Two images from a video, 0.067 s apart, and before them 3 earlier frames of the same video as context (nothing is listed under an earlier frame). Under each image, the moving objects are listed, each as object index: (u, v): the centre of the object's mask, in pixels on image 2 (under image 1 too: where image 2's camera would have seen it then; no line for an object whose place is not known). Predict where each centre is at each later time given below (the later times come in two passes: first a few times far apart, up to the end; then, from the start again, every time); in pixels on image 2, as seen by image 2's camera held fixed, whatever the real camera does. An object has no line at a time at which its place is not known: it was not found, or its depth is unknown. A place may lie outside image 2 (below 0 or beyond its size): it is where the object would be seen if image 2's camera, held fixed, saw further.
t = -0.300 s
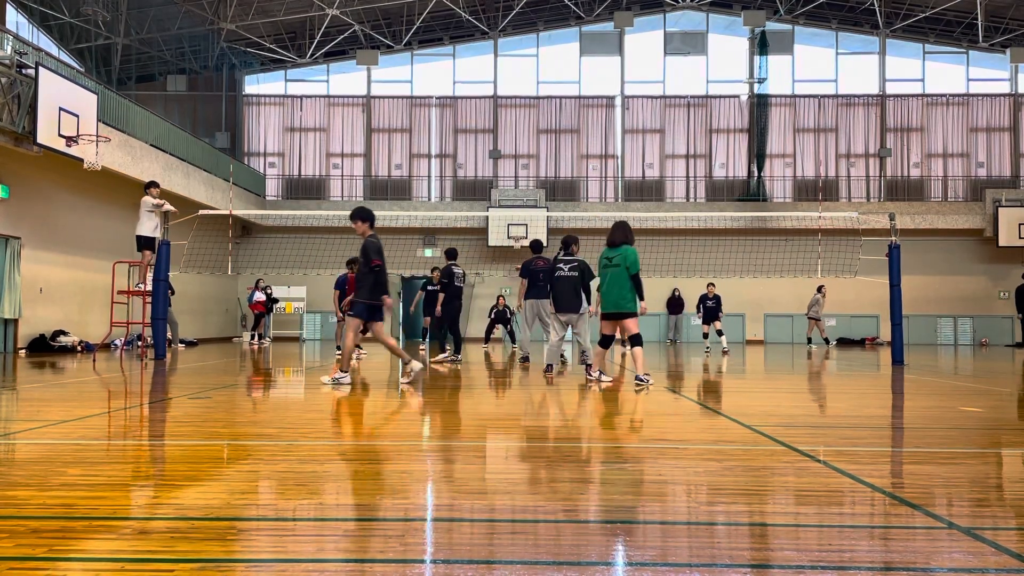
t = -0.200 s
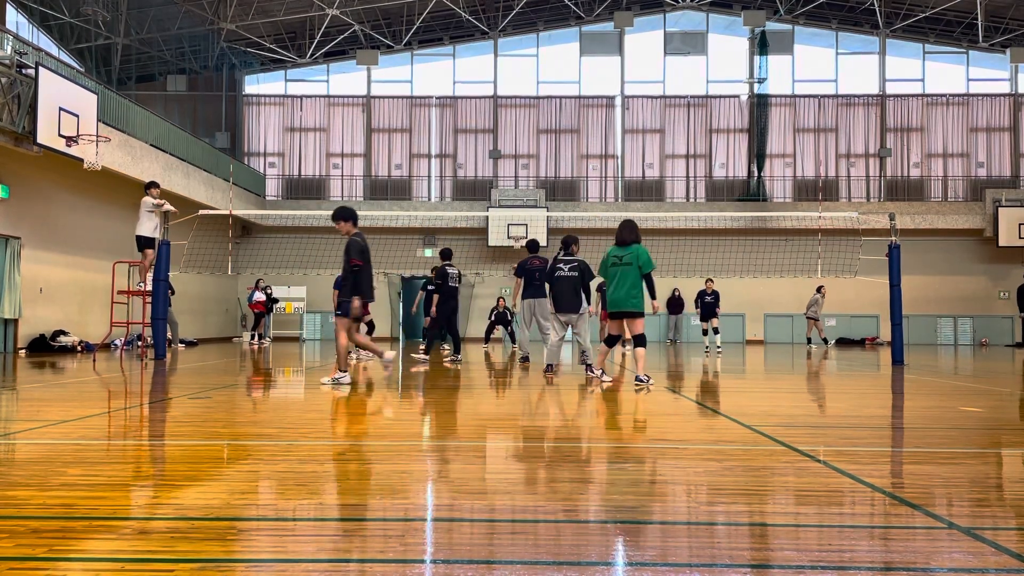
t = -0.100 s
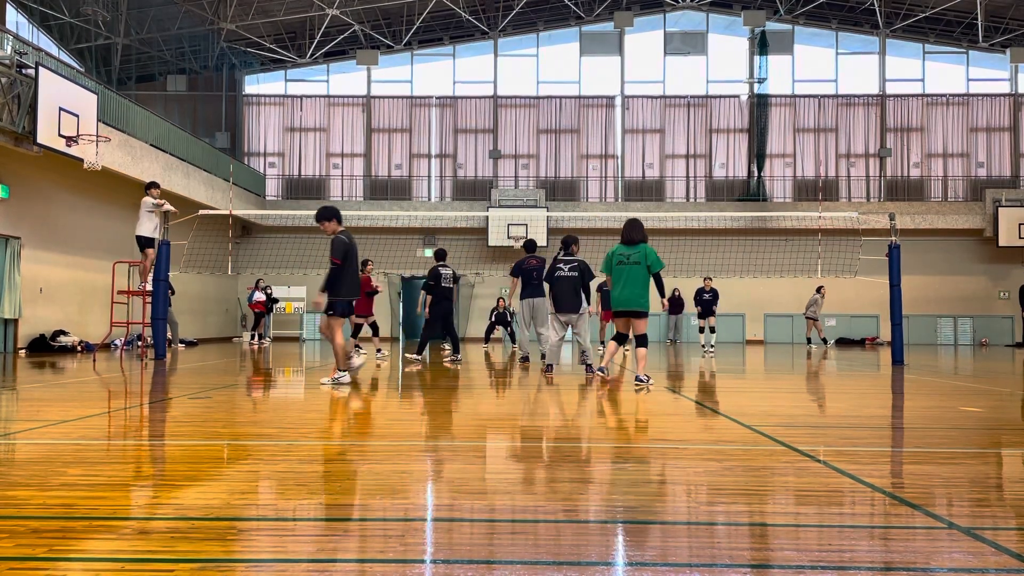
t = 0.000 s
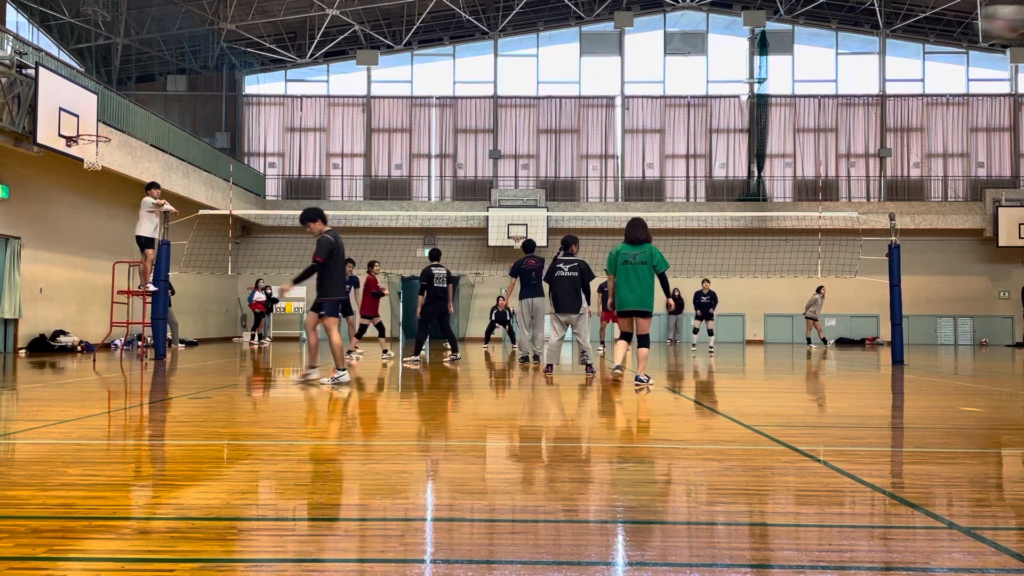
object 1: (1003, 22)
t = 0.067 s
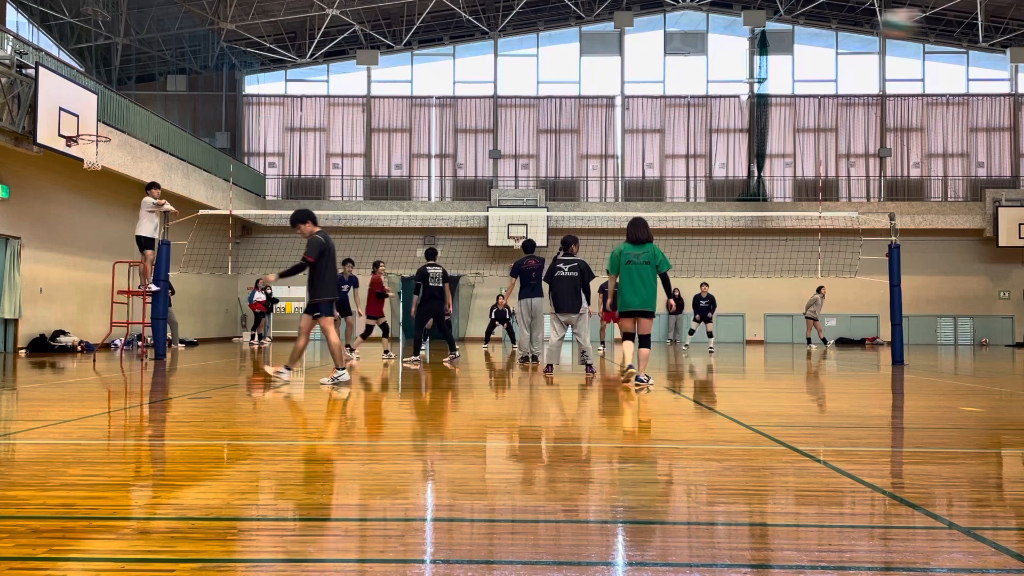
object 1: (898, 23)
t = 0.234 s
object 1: (737, 45)
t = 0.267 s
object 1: (716, 51)
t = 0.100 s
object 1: (858, 25)
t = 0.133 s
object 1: (823, 28)
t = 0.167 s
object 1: (790, 34)
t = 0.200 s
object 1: (764, 40)
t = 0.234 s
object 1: (737, 45)
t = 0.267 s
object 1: (716, 51)
